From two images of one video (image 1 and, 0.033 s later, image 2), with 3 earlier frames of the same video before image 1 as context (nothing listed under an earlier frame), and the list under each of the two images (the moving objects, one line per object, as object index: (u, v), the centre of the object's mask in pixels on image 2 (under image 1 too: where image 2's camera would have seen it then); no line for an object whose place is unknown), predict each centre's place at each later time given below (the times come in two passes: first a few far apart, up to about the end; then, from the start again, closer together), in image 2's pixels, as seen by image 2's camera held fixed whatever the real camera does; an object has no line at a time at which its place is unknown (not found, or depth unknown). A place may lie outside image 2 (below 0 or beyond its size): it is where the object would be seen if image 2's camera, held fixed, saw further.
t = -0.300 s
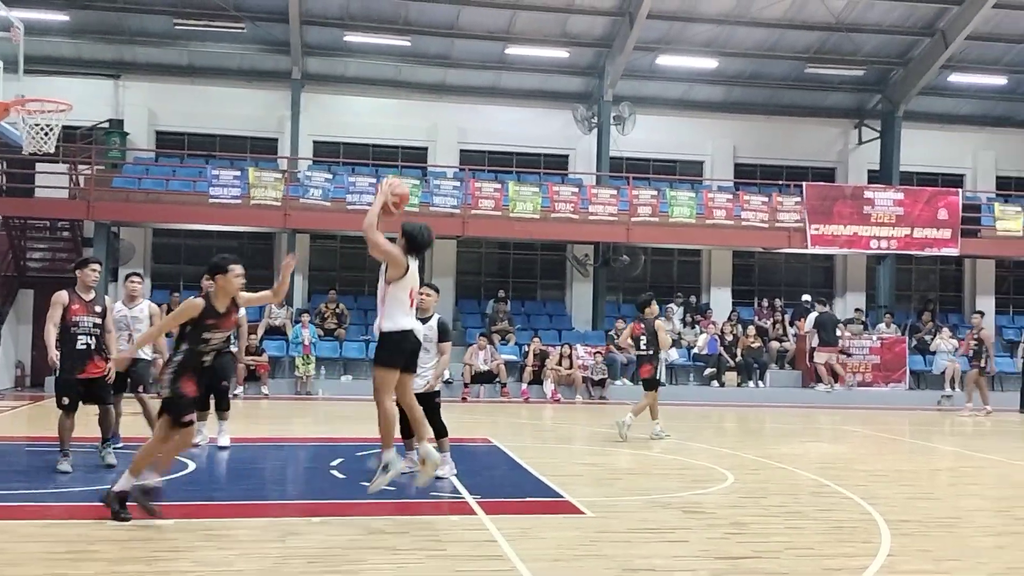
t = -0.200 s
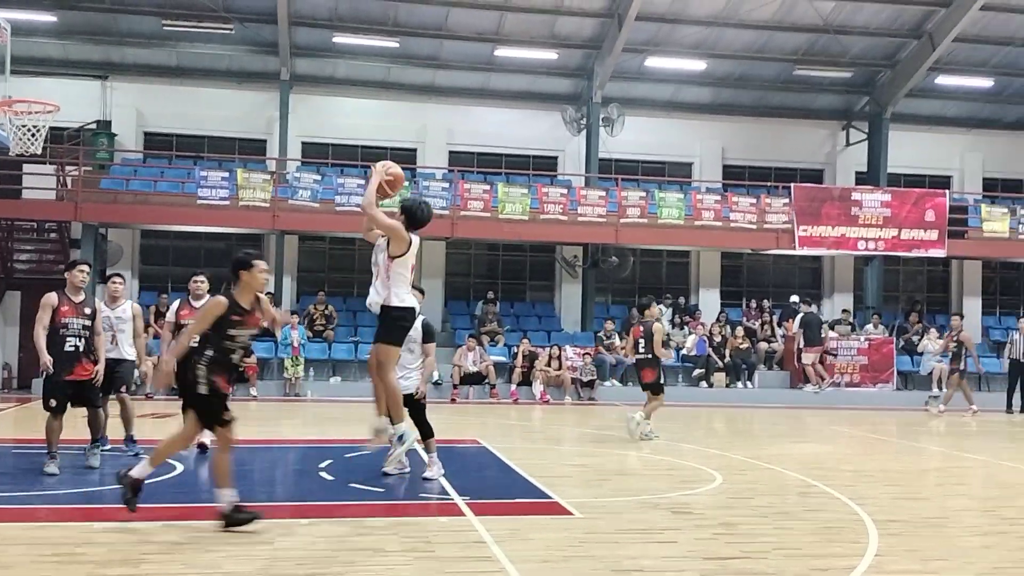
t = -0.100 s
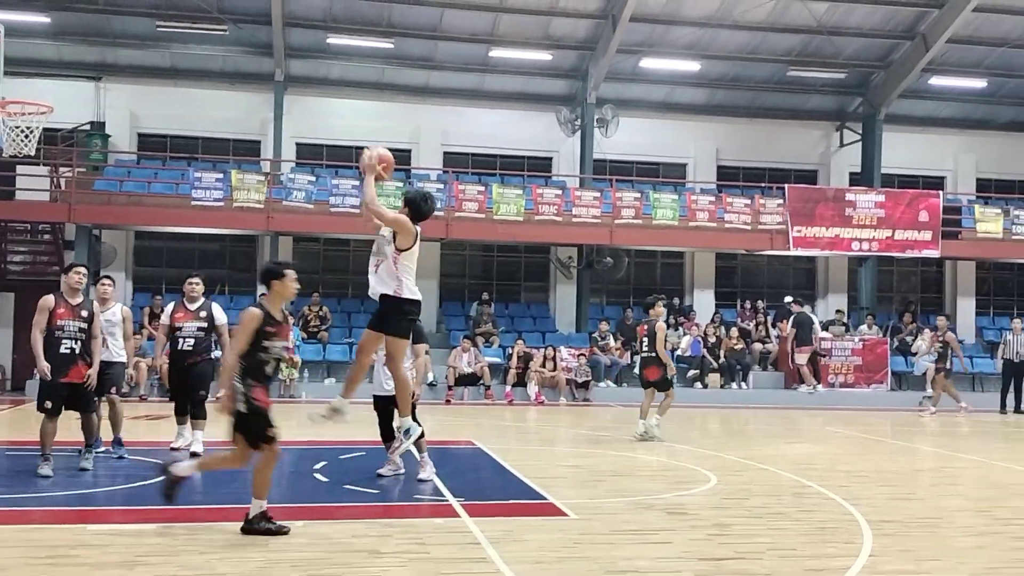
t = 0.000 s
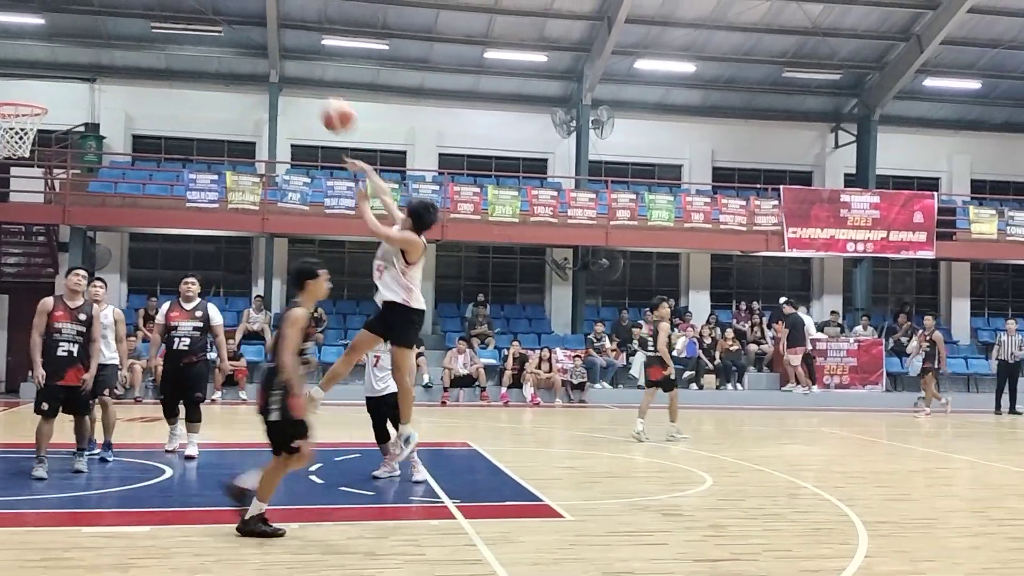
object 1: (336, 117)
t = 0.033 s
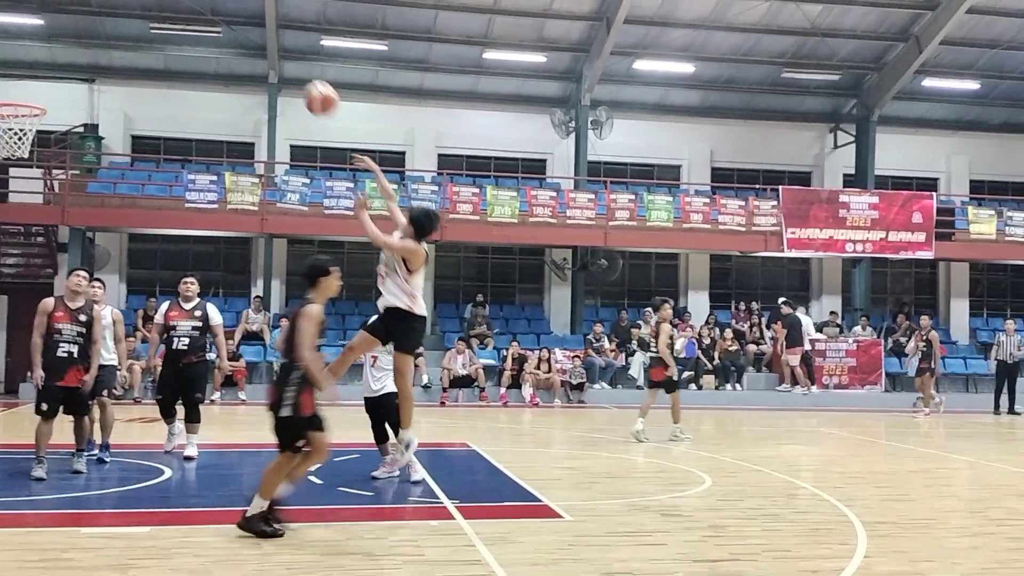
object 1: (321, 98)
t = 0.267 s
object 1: (215, 21)
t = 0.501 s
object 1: (118, 15)
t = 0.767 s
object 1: (18, 87)
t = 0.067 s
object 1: (306, 82)
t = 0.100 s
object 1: (290, 69)
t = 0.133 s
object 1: (274, 56)
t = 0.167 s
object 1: (259, 45)
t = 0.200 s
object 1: (244, 35)
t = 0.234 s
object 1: (229, 27)
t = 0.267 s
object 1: (215, 21)
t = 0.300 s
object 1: (201, 16)
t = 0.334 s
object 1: (186, 12)
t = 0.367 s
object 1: (172, 10)
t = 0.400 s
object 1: (159, 9)
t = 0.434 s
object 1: (144, 9)
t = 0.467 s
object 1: (131, 12)
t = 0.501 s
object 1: (118, 15)
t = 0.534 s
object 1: (105, 20)
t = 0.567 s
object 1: (92, 26)
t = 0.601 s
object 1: (79, 33)
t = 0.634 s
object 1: (67, 41)
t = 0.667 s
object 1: (54, 51)
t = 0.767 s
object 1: (18, 87)
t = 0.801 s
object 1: (6, 102)
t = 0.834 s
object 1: (10, 98)
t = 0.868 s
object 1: (20, 91)
